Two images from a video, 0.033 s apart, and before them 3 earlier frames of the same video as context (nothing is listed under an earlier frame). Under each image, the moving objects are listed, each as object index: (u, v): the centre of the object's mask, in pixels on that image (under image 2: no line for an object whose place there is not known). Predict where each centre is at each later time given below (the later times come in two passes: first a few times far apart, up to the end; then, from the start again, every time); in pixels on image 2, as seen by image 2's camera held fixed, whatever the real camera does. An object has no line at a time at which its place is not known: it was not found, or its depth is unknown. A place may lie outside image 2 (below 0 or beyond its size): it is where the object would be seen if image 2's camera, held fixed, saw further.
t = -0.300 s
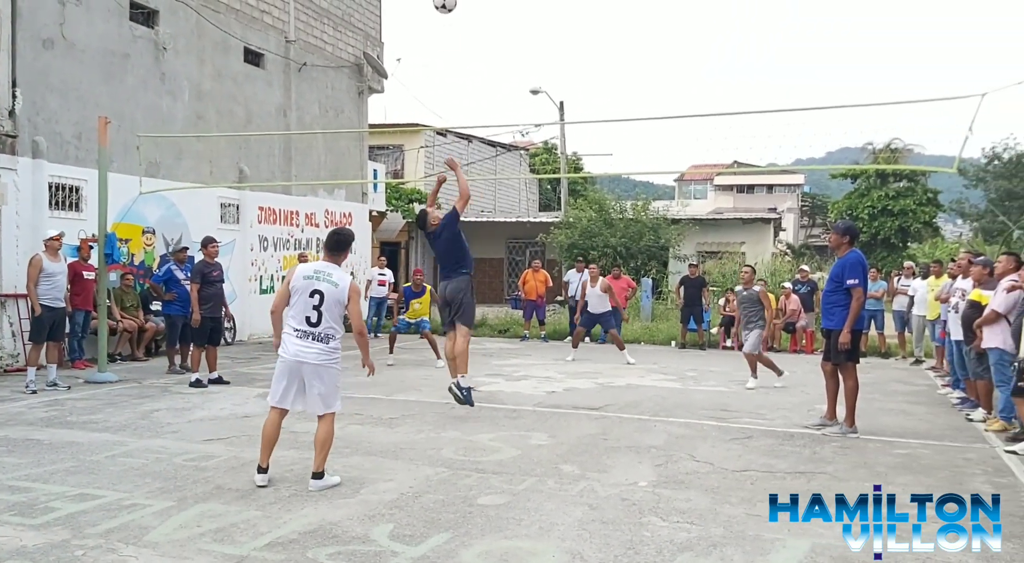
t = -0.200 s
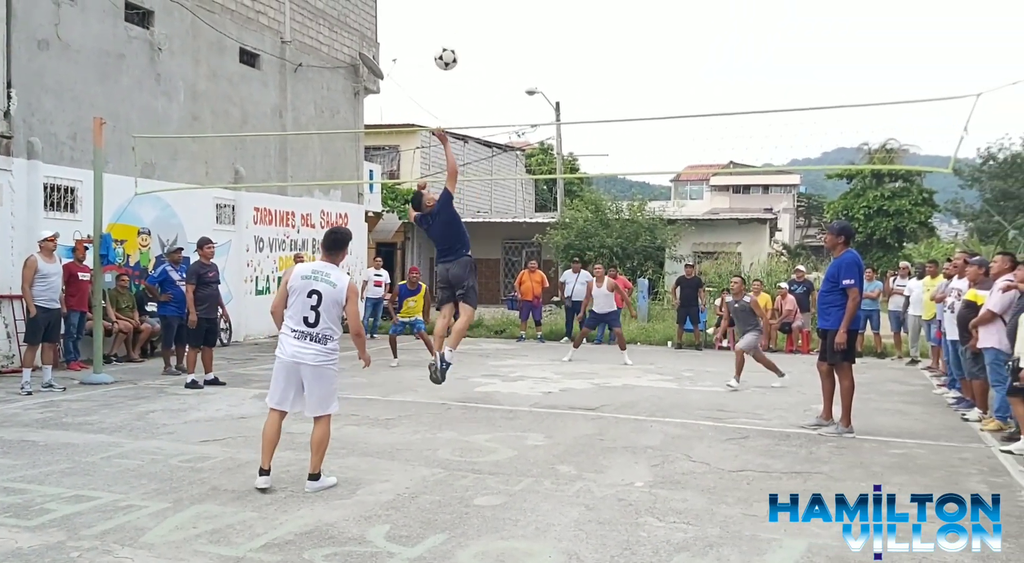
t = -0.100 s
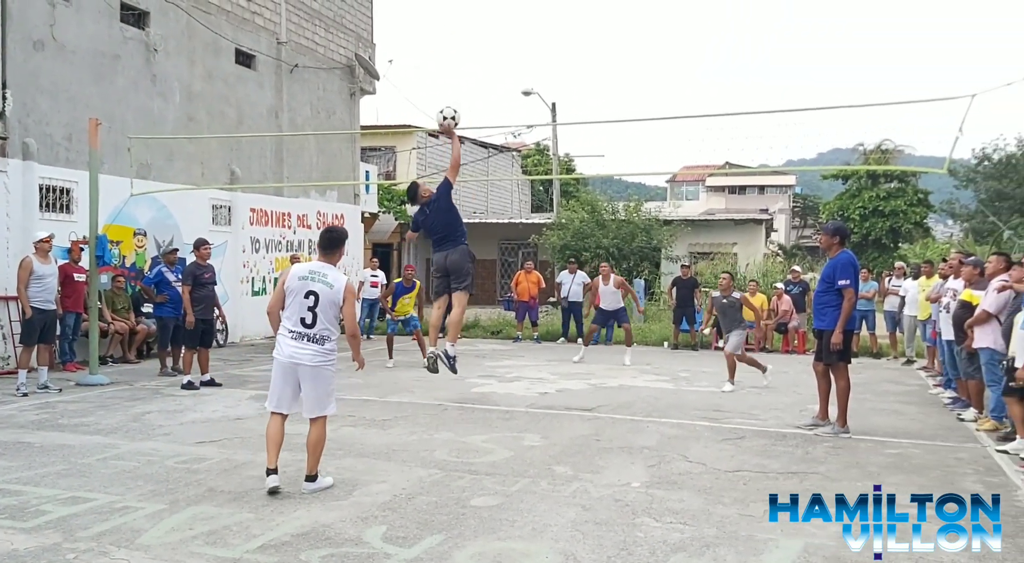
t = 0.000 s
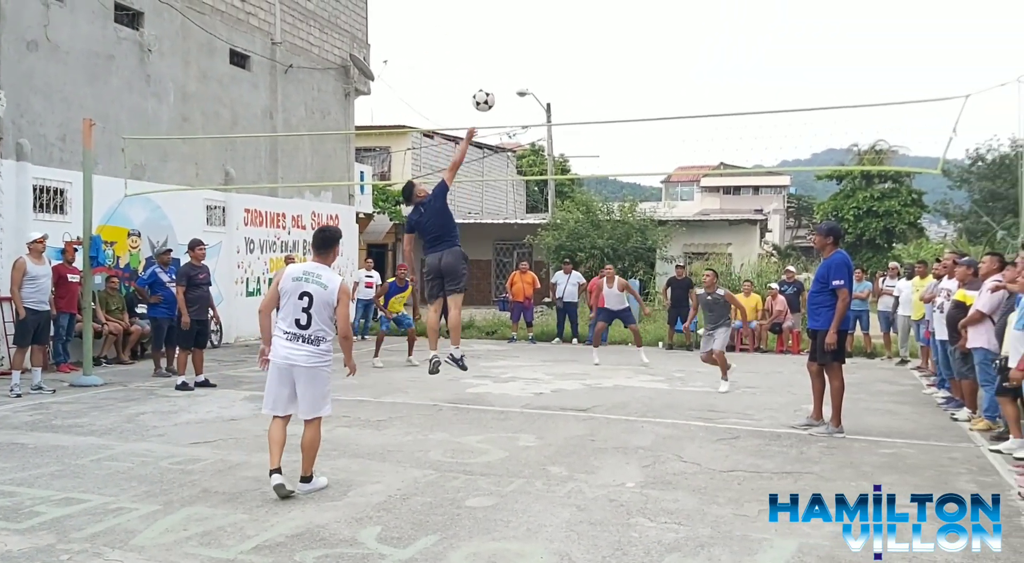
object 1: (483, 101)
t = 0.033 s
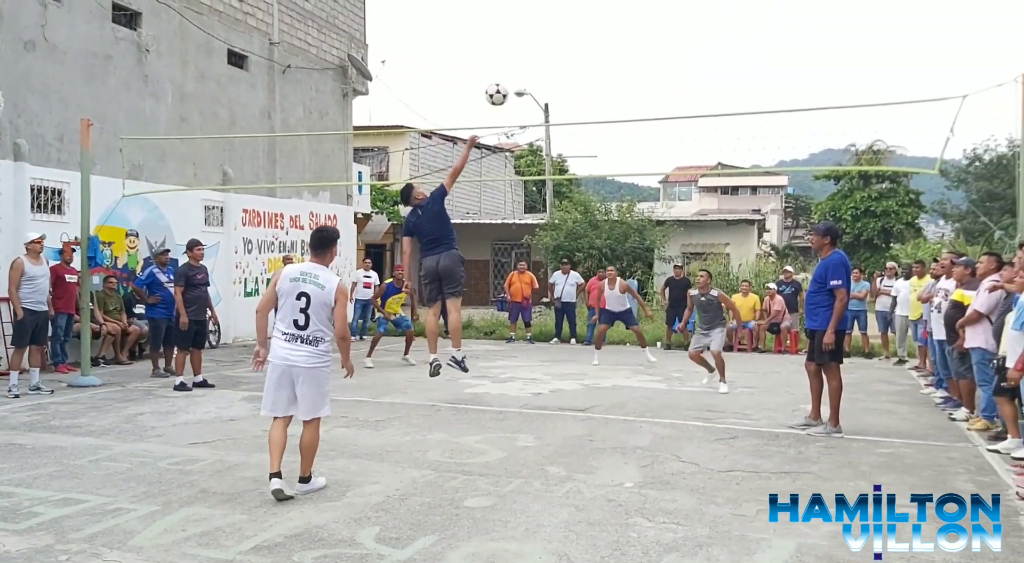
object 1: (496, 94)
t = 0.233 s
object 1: (585, 83)
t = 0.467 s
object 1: (682, 121)
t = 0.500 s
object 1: (695, 131)
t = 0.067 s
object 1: (512, 90)
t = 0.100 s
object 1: (527, 87)
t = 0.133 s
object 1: (541, 84)
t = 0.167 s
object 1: (556, 83)
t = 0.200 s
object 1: (571, 83)
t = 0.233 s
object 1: (585, 83)
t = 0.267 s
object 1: (599, 85)
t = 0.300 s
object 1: (613, 89)
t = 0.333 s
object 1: (627, 92)
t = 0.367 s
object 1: (640, 98)
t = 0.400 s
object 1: (654, 105)
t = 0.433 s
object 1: (668, 112)
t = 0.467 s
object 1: (682, 121)
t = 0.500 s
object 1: (695, 131)
